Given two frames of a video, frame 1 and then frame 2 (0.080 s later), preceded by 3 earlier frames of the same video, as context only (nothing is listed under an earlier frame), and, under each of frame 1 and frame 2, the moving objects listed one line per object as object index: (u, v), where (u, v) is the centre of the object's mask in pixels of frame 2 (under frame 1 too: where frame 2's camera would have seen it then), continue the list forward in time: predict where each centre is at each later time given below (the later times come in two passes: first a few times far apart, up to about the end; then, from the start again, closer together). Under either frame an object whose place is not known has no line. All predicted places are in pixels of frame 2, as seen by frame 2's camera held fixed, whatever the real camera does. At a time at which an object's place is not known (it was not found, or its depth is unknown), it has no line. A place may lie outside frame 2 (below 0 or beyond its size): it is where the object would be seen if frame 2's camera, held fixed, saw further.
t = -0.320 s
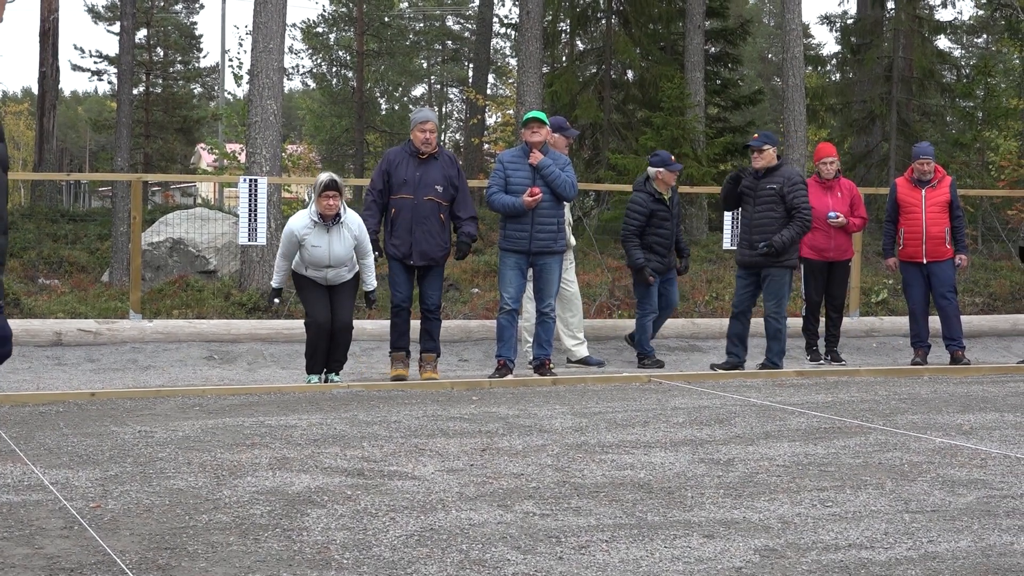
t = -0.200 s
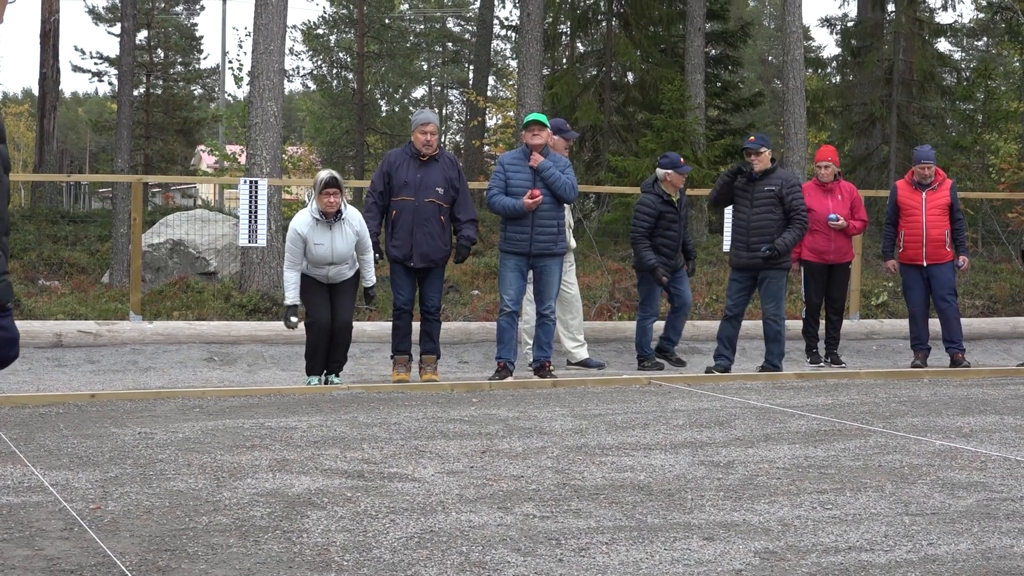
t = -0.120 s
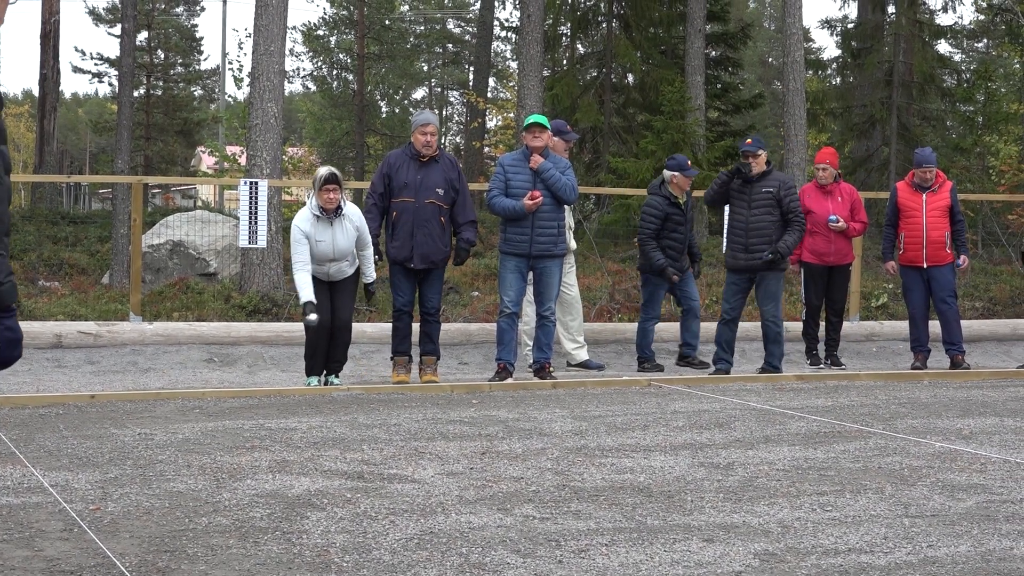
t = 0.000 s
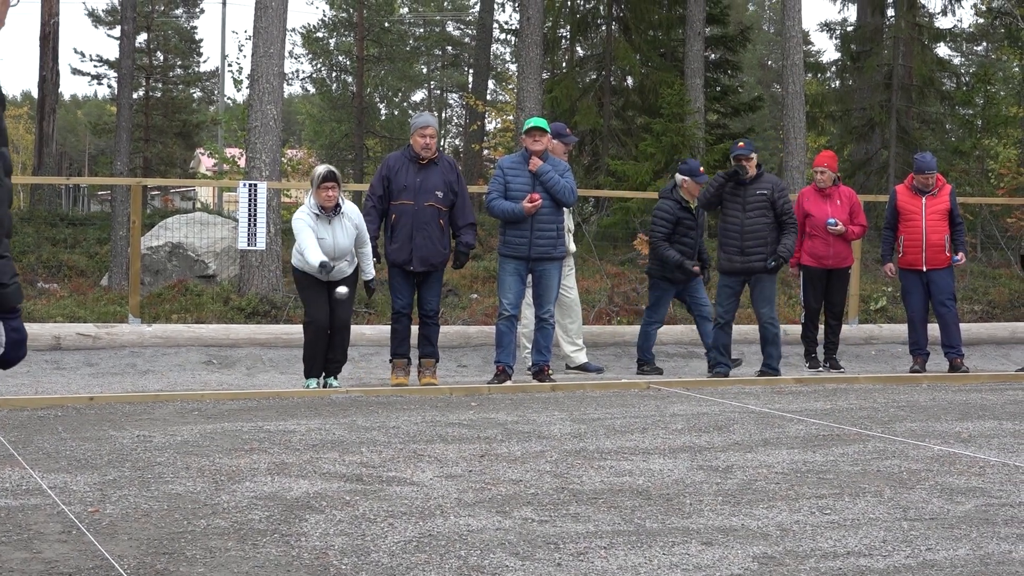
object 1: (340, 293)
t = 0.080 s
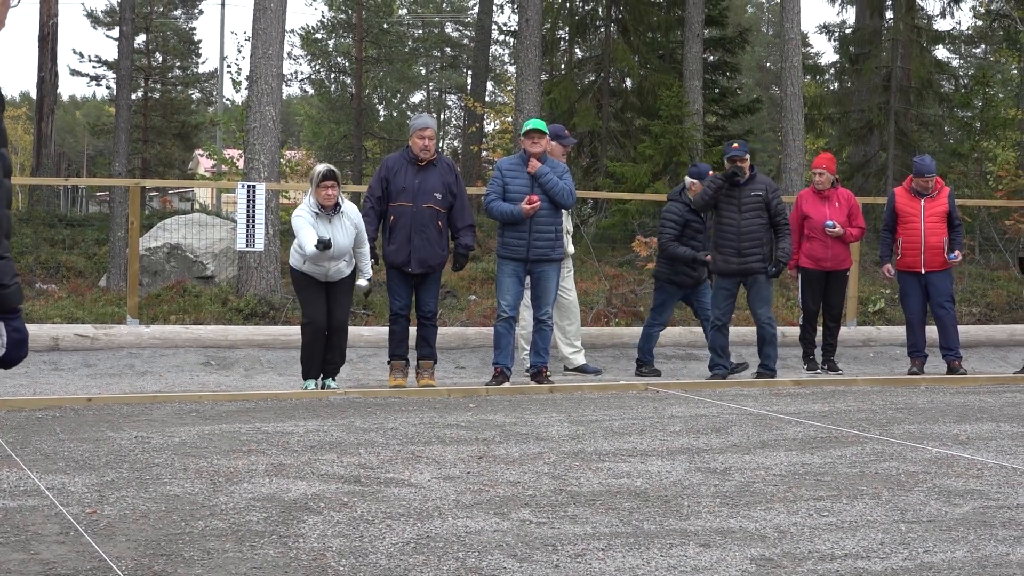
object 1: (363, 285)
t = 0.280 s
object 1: (423, 320)
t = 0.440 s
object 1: (480, 420)
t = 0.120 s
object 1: (373, 286)
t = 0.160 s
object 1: (385, 290)
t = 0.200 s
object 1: (397, 296)
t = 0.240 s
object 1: (410, 306)
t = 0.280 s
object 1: (423, 320)
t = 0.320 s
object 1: (436, 339)
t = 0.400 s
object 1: (464, 387)
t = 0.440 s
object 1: (480, 420)
